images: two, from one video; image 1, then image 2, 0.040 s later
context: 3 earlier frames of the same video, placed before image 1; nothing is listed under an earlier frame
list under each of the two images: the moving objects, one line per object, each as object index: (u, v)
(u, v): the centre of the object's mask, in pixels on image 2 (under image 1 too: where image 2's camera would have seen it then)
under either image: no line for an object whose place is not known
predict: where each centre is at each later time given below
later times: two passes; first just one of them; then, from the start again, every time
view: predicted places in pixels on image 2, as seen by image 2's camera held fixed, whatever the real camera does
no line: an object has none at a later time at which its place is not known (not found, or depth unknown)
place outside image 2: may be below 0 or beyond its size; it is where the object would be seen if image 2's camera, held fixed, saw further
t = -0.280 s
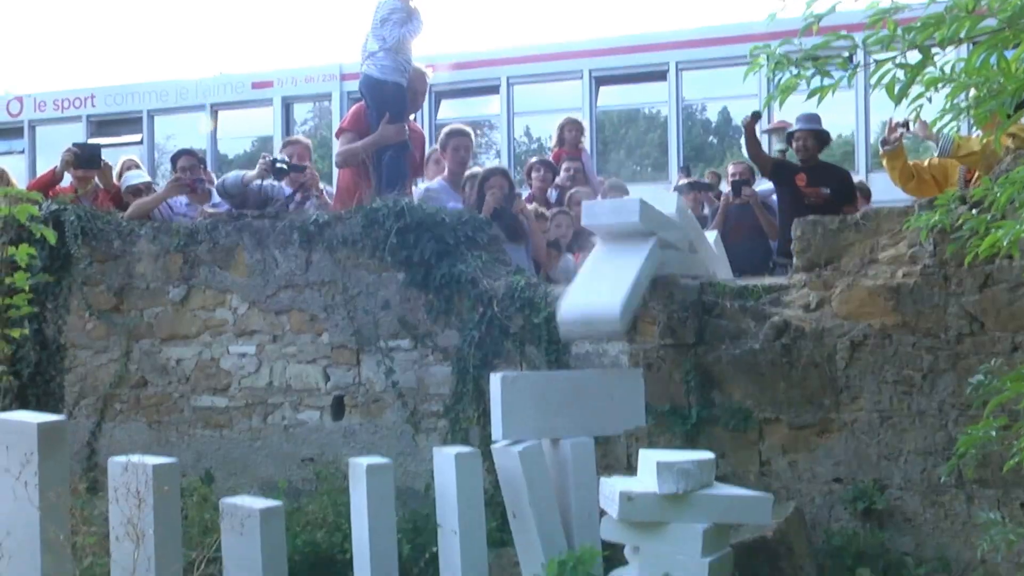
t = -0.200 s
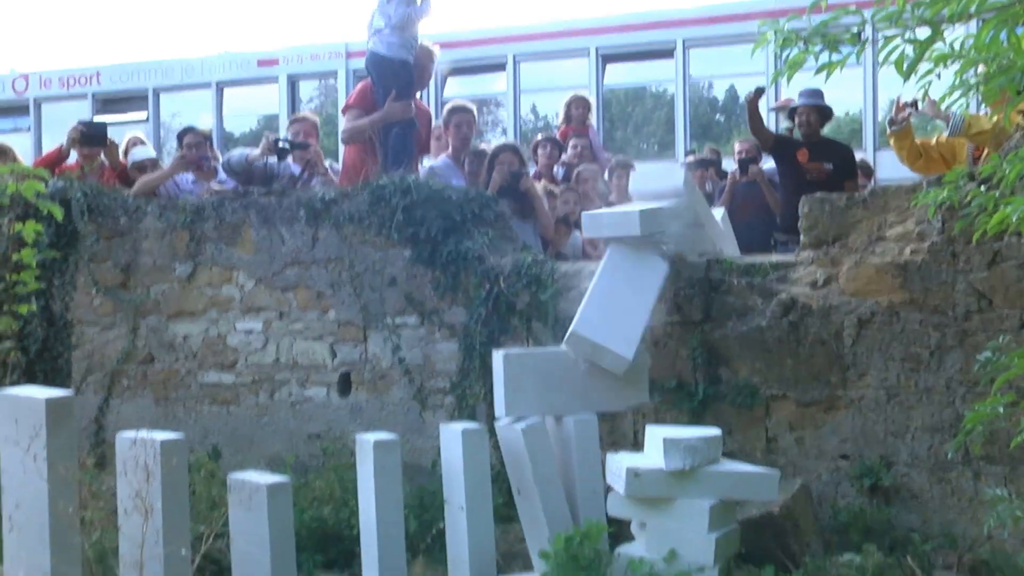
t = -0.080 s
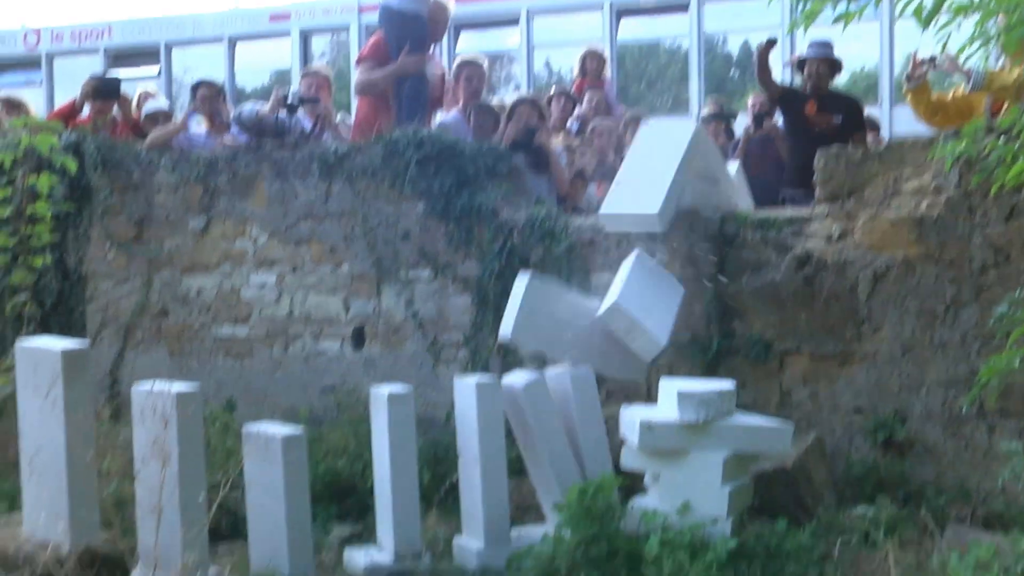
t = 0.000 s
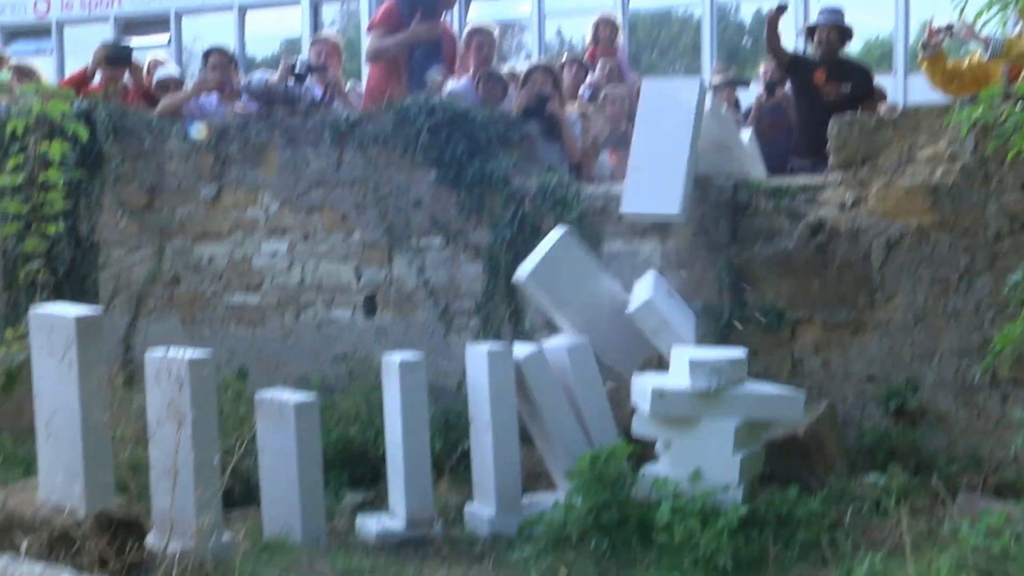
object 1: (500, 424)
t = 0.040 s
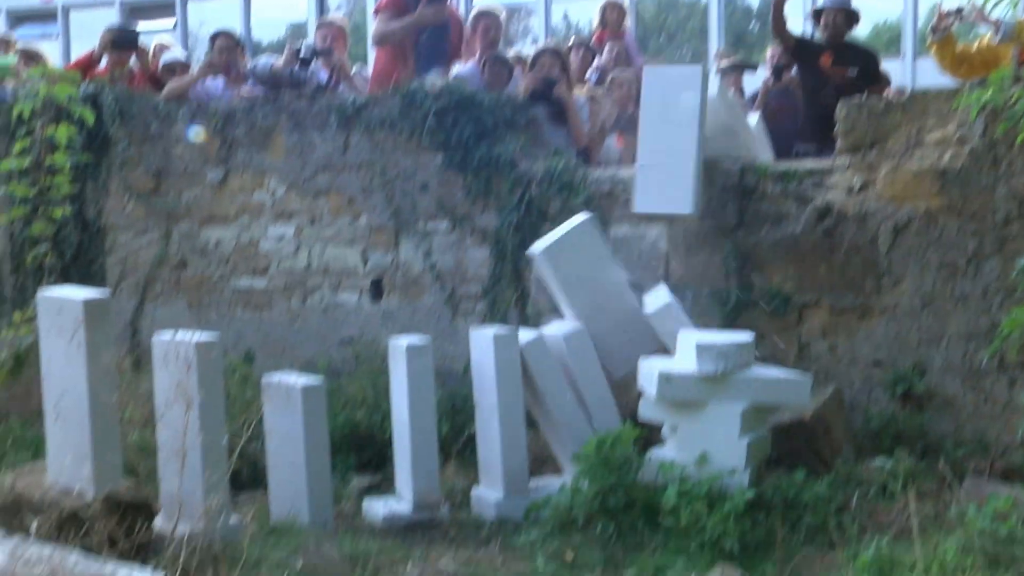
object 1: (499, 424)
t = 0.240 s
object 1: (485, 431)
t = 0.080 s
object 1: (497, 423)
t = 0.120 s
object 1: (494, 423)
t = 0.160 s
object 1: (493, 427)
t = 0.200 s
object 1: (489, 428)
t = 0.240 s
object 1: (485, 431)
